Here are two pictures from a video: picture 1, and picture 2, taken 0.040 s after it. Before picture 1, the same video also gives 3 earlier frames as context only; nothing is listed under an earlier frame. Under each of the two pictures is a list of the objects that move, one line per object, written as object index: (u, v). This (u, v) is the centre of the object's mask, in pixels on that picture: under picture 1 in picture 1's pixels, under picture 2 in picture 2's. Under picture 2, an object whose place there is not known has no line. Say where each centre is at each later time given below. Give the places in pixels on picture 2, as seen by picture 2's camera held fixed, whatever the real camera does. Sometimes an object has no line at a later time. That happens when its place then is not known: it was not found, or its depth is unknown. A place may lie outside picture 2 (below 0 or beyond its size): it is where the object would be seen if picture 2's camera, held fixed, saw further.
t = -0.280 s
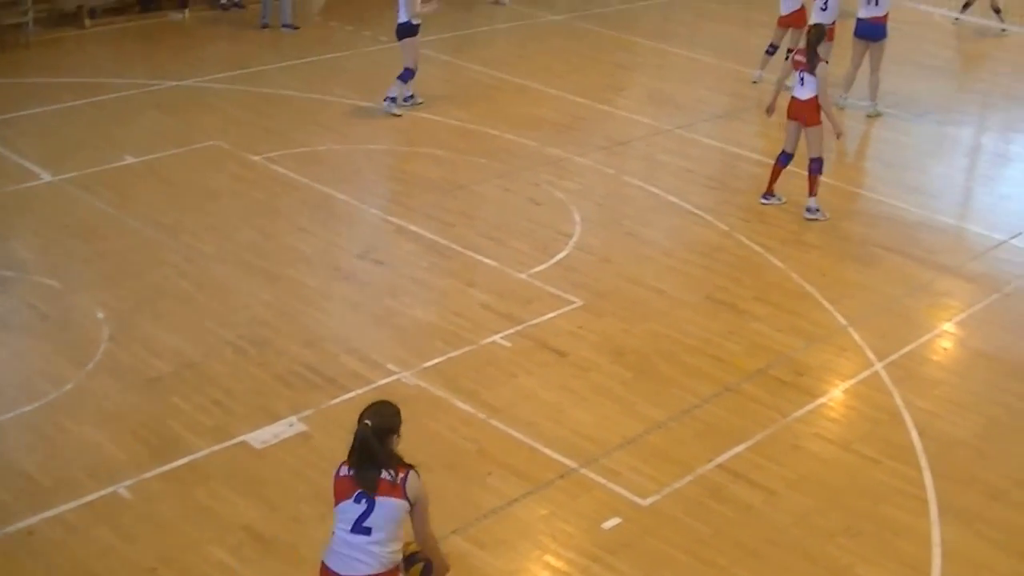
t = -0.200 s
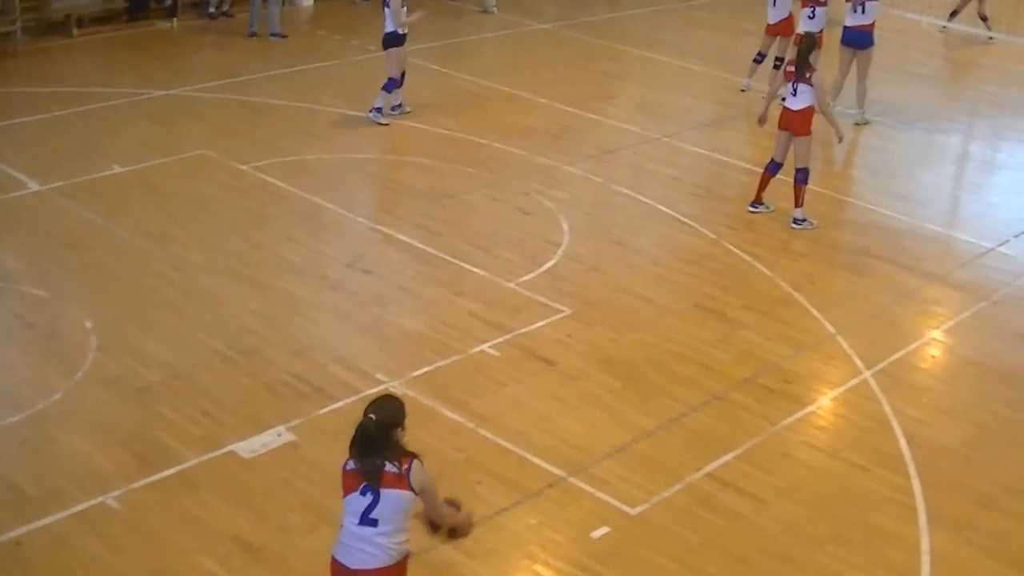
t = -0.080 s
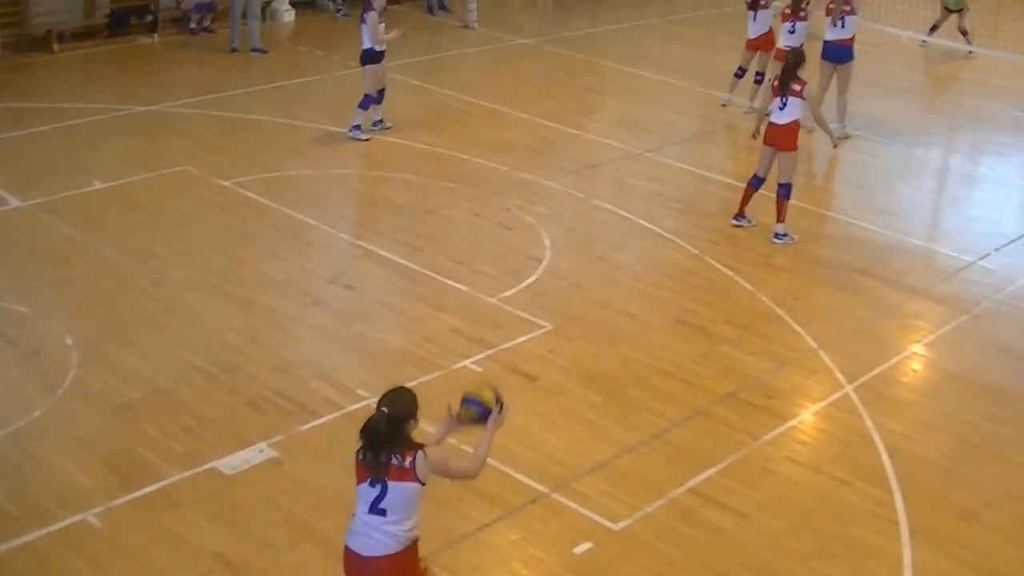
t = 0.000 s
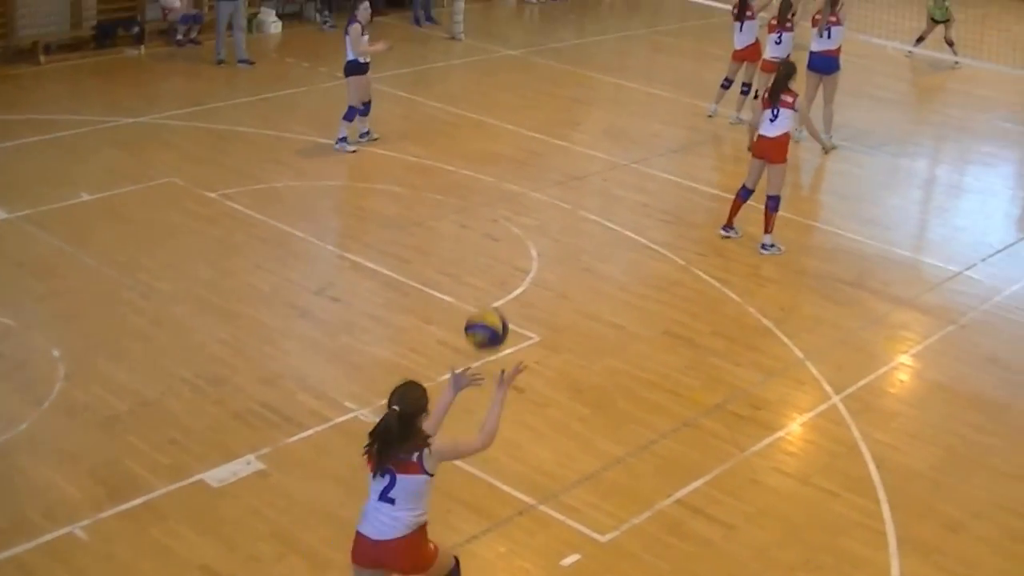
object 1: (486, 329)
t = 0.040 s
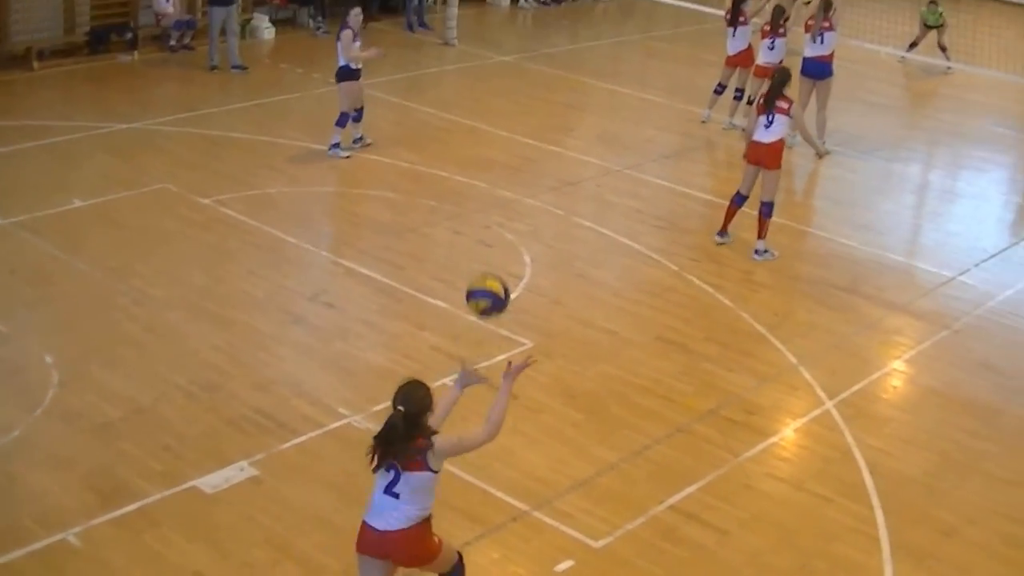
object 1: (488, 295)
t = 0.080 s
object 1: (496, 258)
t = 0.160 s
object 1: (510, 197)
